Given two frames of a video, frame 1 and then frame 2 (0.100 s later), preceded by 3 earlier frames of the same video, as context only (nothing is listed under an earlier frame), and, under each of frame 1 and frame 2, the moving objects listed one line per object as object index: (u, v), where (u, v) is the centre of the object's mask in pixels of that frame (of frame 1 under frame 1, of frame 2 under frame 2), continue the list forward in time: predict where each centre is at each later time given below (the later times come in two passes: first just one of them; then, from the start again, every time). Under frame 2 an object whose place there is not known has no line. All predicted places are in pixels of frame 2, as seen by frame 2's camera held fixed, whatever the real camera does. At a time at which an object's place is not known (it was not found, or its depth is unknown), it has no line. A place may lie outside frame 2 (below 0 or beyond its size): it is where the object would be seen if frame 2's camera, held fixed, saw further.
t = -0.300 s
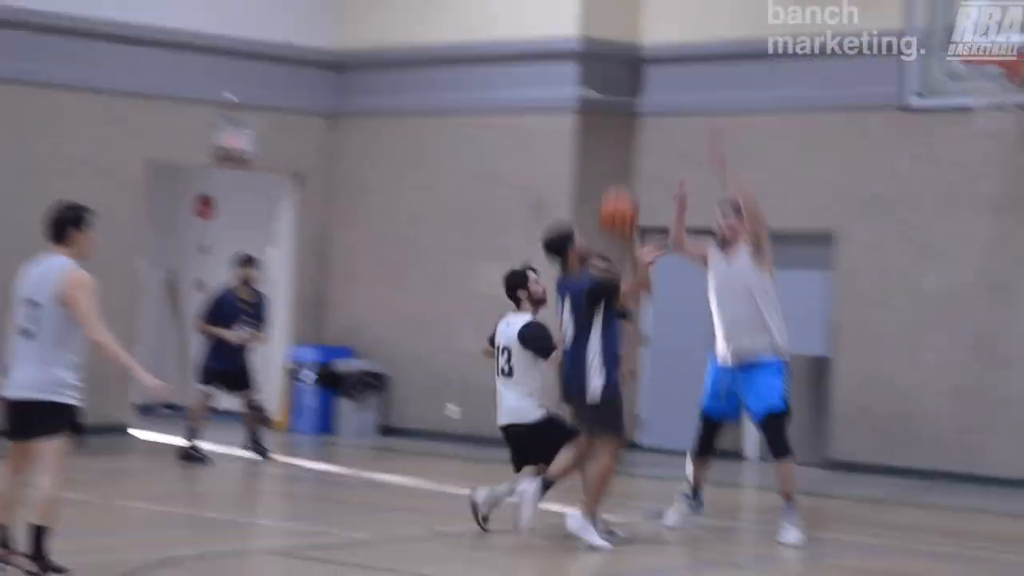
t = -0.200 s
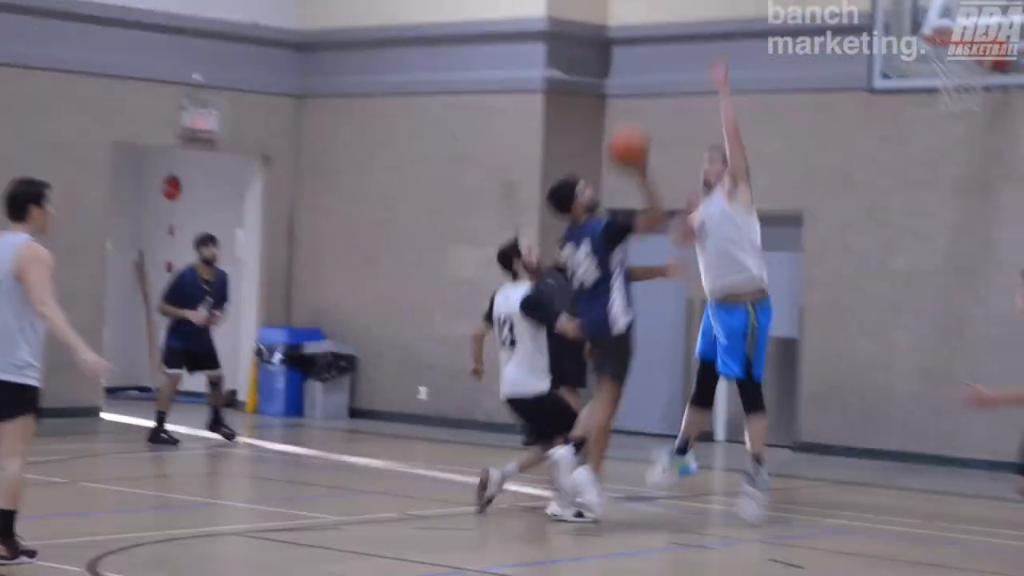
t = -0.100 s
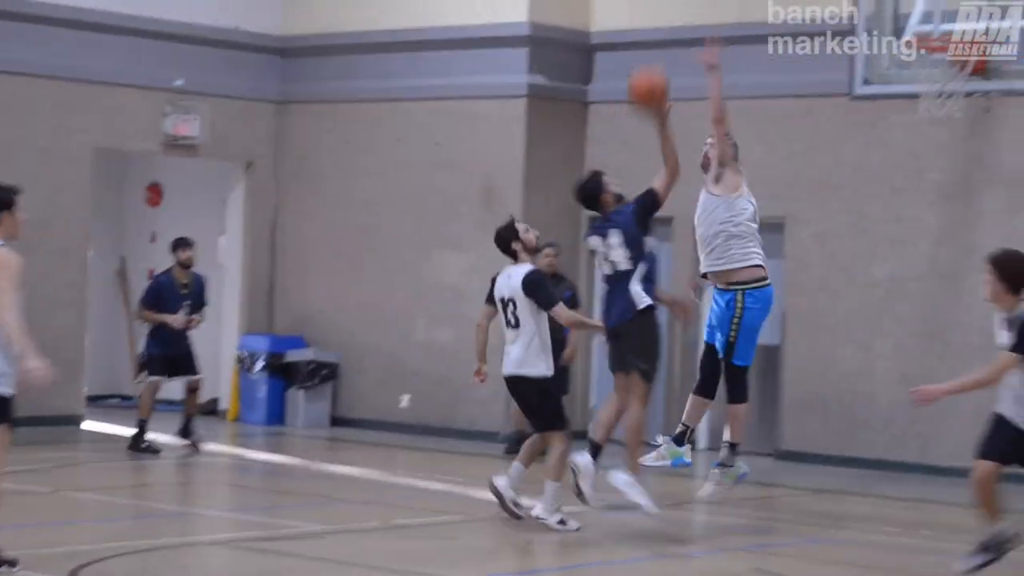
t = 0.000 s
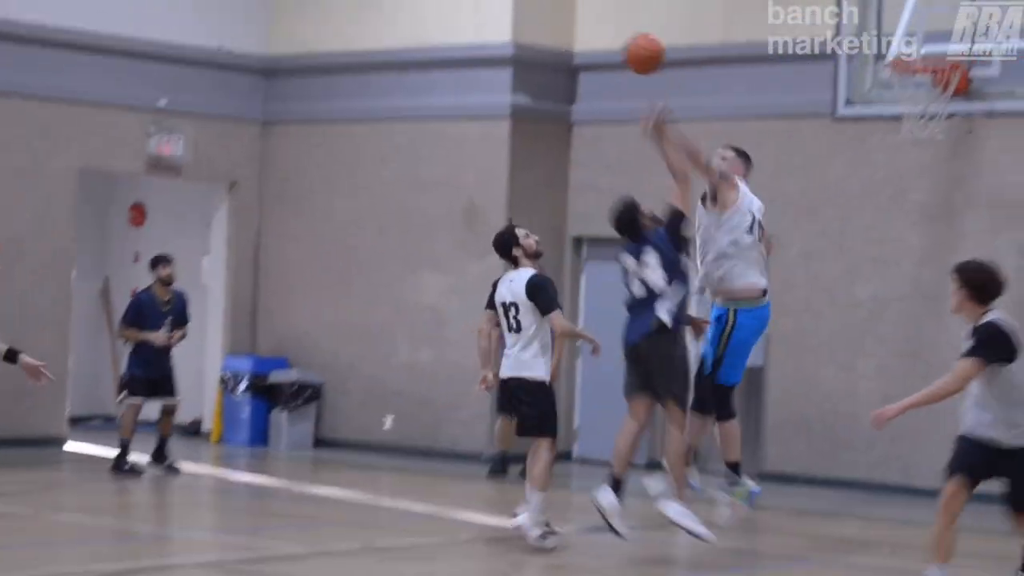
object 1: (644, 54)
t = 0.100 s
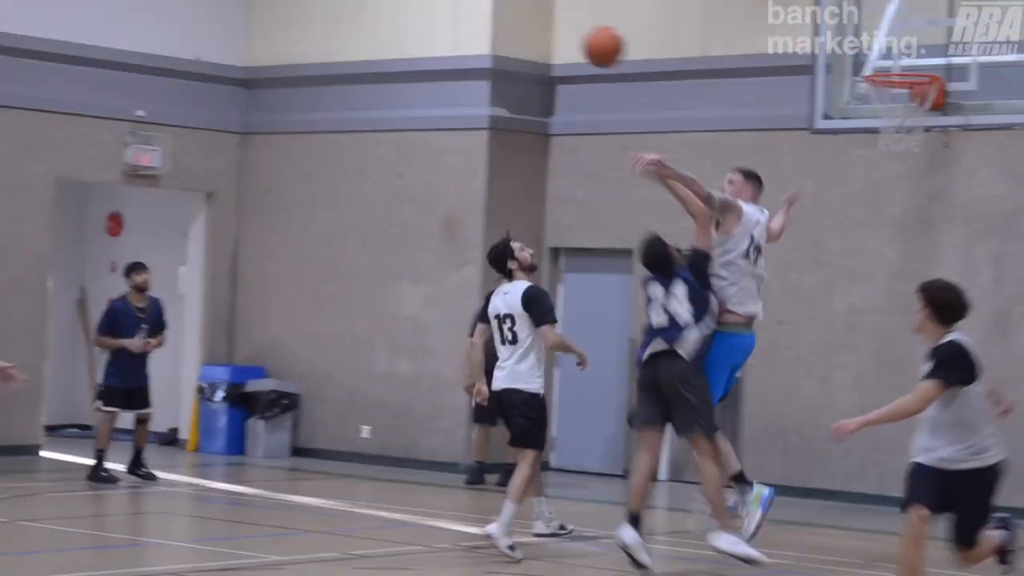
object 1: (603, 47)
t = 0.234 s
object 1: (578, 49)
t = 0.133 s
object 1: (596, 43)
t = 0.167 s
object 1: (591, 41)
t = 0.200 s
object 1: (585, 45)
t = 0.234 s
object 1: (578, 49)
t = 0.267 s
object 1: (569, 51)
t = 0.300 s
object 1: (561, 59)
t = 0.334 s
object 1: (554, 67)
